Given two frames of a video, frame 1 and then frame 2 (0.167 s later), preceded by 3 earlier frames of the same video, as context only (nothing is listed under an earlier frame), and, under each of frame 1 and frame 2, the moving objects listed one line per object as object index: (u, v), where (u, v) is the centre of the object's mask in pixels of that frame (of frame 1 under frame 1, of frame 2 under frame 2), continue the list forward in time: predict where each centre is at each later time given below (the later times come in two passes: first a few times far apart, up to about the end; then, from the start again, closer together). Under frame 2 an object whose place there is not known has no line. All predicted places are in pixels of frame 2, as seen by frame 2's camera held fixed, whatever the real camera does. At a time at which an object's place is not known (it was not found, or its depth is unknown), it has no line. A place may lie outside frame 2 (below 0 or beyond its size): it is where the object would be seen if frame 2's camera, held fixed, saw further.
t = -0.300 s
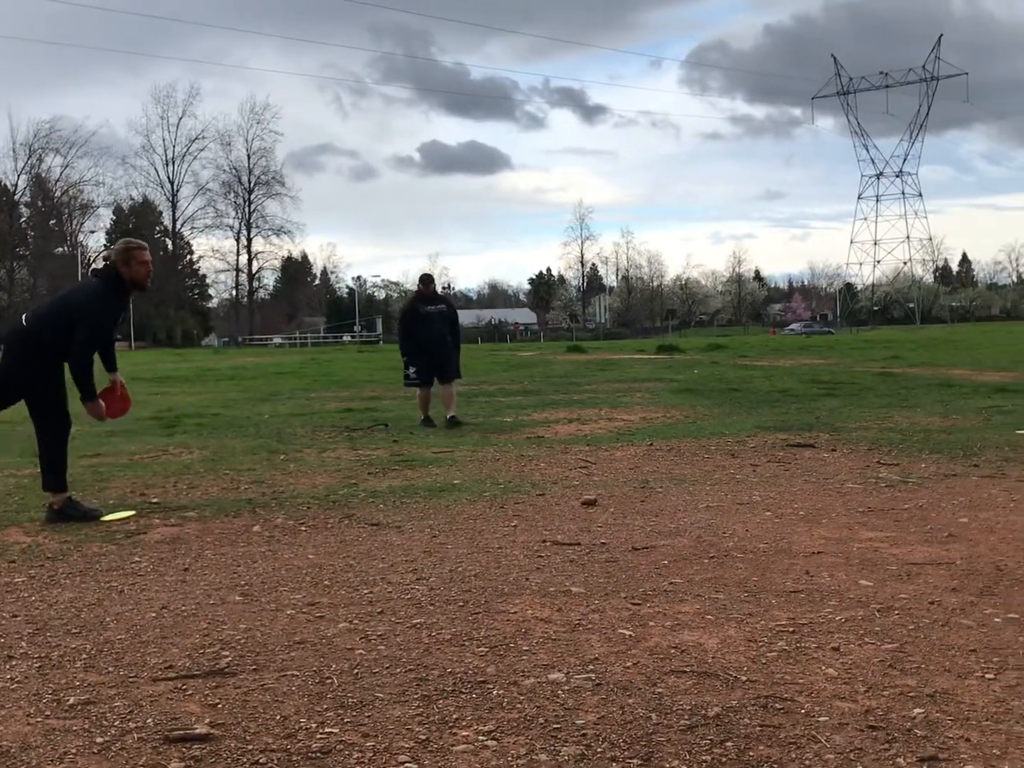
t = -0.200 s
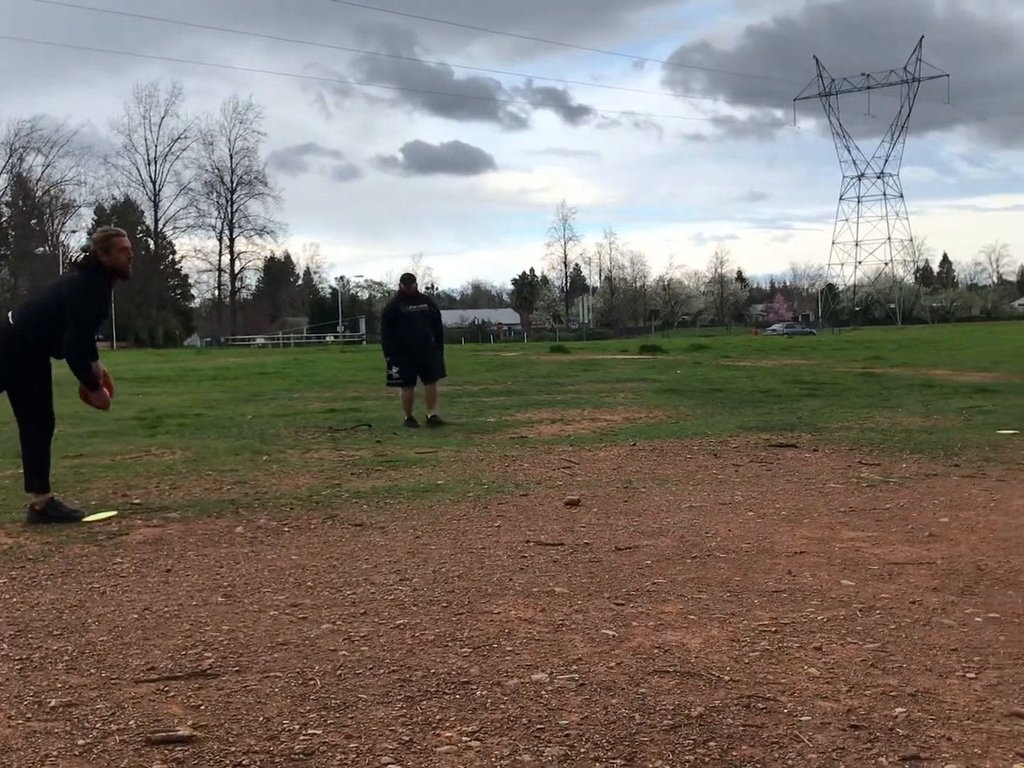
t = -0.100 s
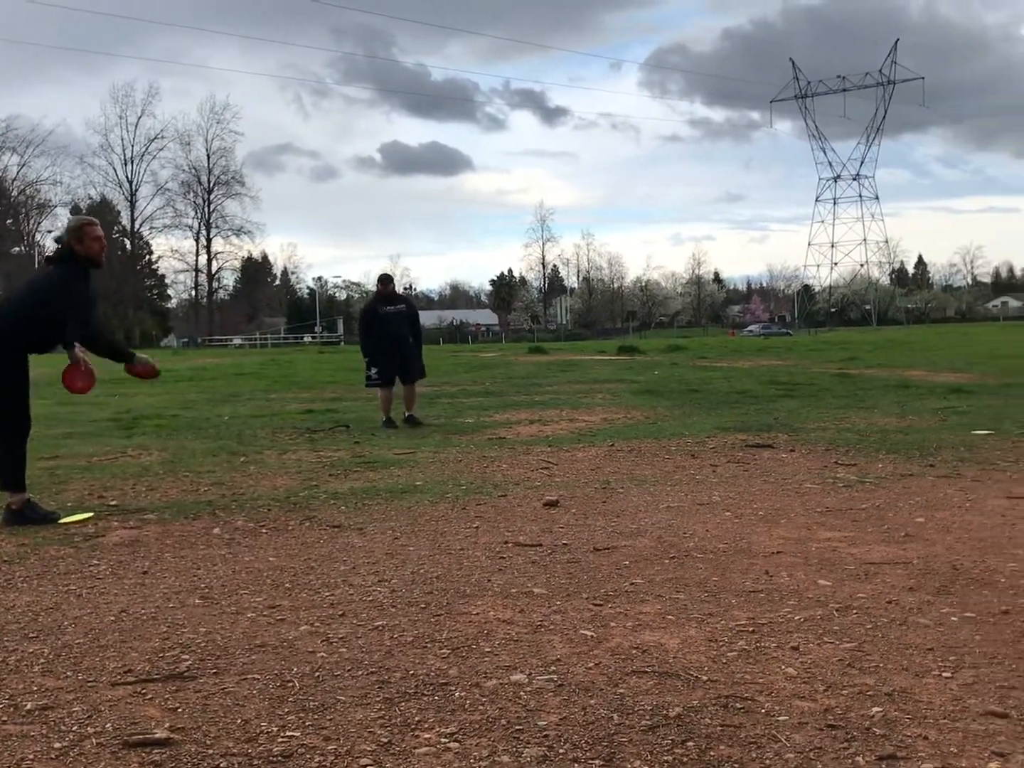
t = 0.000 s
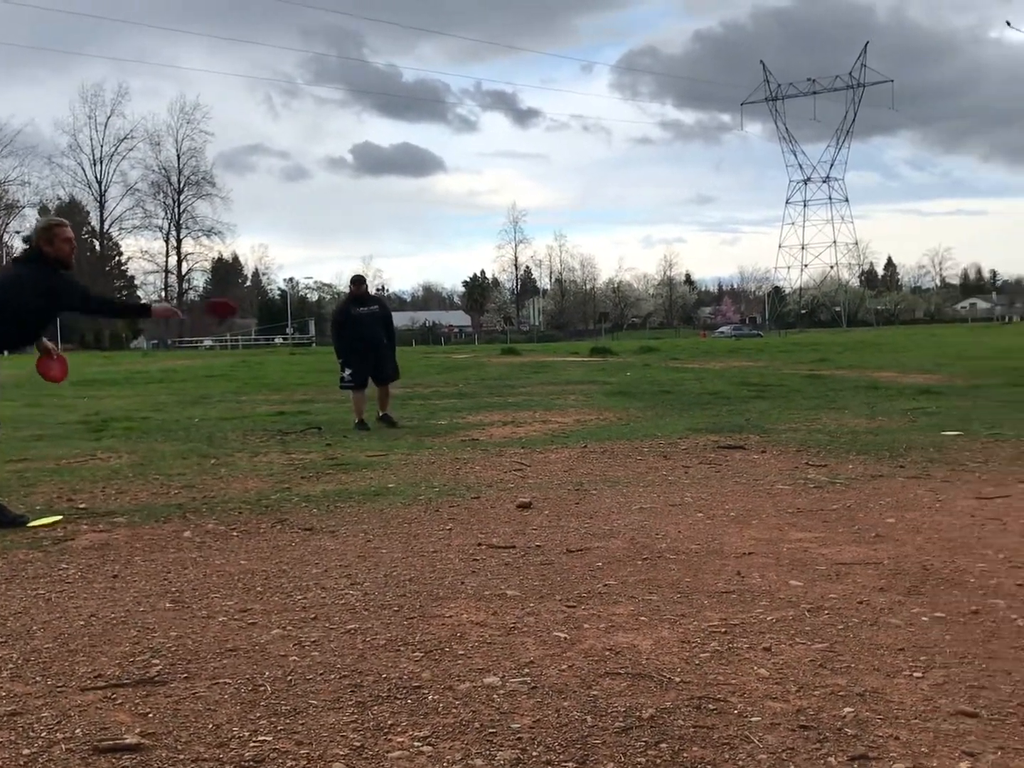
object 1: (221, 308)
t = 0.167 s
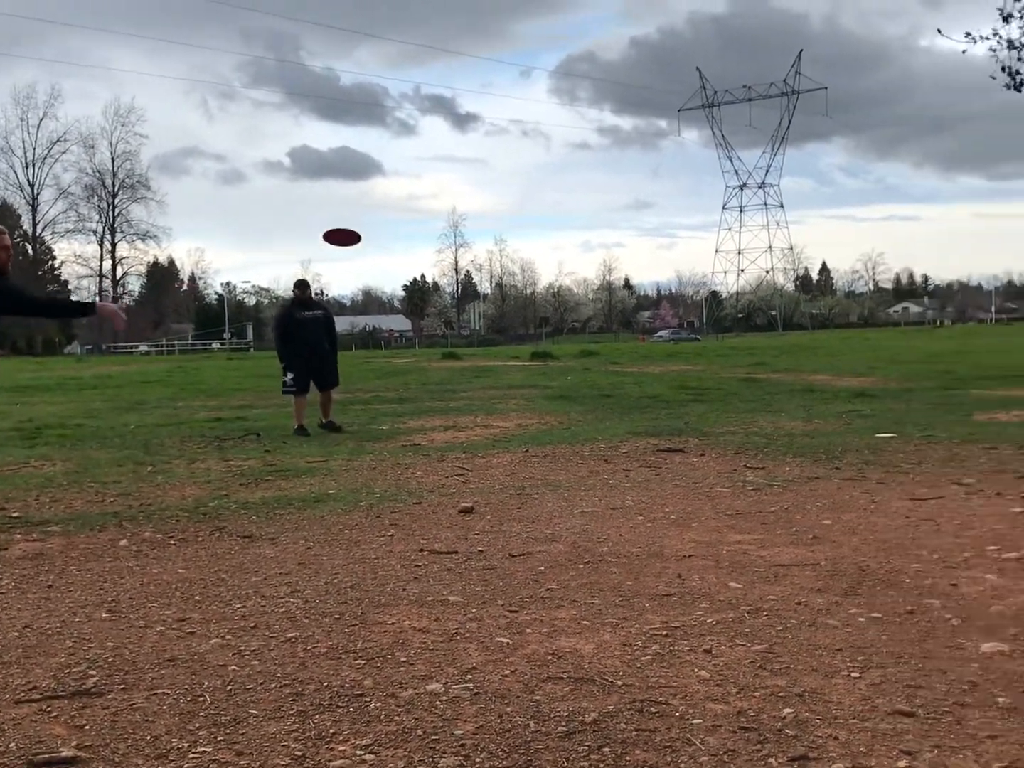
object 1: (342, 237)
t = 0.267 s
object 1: (462, 216)
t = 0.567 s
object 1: (852, 241)
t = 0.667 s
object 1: (998, 271)
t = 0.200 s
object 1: (382, 228)
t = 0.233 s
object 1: (421, 221)
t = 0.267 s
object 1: (462, 216)
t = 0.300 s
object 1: (502, 213)
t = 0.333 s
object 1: (543, 211)
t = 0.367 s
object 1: (585, 211)
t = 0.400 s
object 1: (628, 213)
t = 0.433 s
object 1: (671, 216)
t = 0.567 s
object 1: (852, 241)
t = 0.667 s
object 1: (998, 271)
